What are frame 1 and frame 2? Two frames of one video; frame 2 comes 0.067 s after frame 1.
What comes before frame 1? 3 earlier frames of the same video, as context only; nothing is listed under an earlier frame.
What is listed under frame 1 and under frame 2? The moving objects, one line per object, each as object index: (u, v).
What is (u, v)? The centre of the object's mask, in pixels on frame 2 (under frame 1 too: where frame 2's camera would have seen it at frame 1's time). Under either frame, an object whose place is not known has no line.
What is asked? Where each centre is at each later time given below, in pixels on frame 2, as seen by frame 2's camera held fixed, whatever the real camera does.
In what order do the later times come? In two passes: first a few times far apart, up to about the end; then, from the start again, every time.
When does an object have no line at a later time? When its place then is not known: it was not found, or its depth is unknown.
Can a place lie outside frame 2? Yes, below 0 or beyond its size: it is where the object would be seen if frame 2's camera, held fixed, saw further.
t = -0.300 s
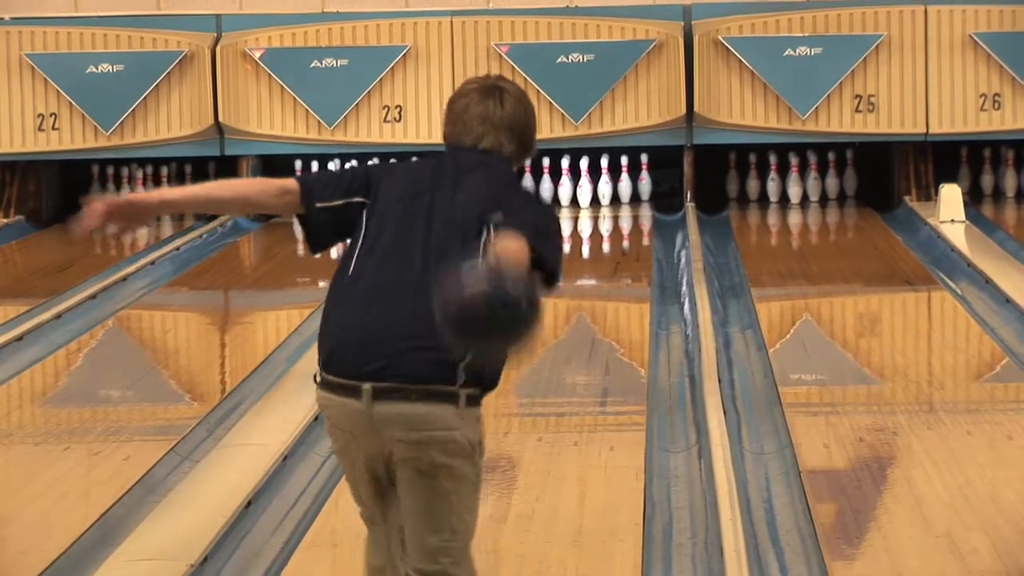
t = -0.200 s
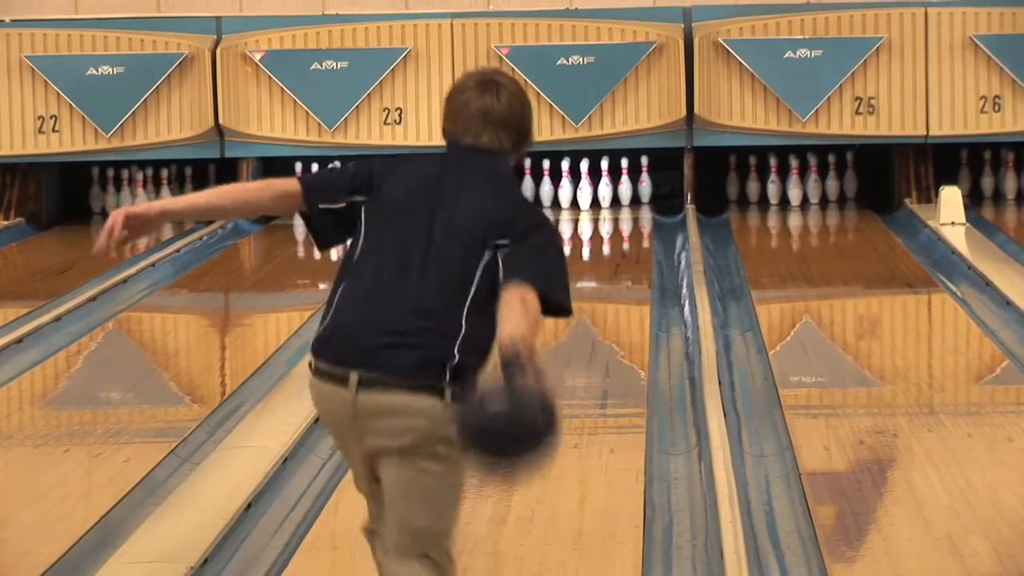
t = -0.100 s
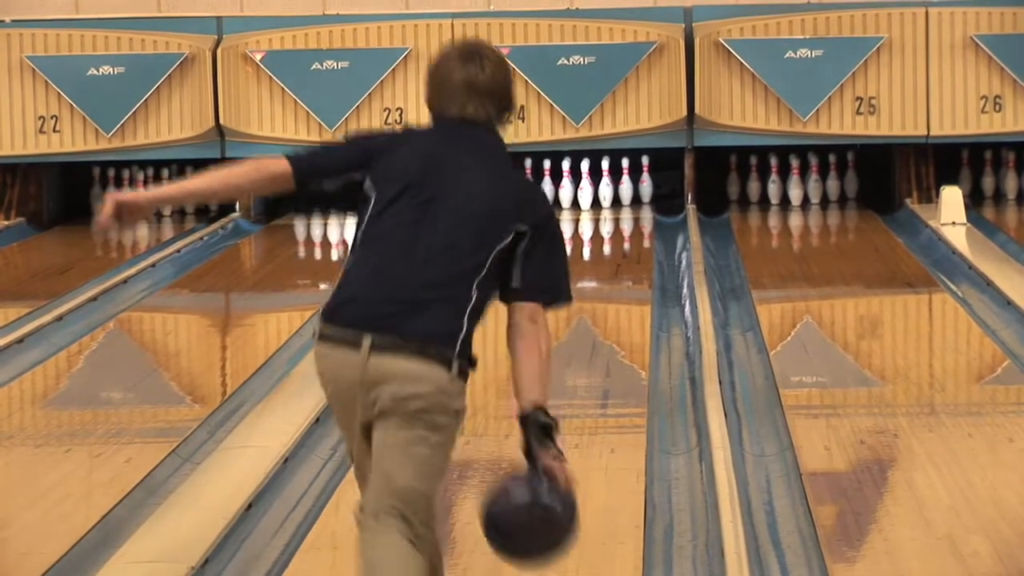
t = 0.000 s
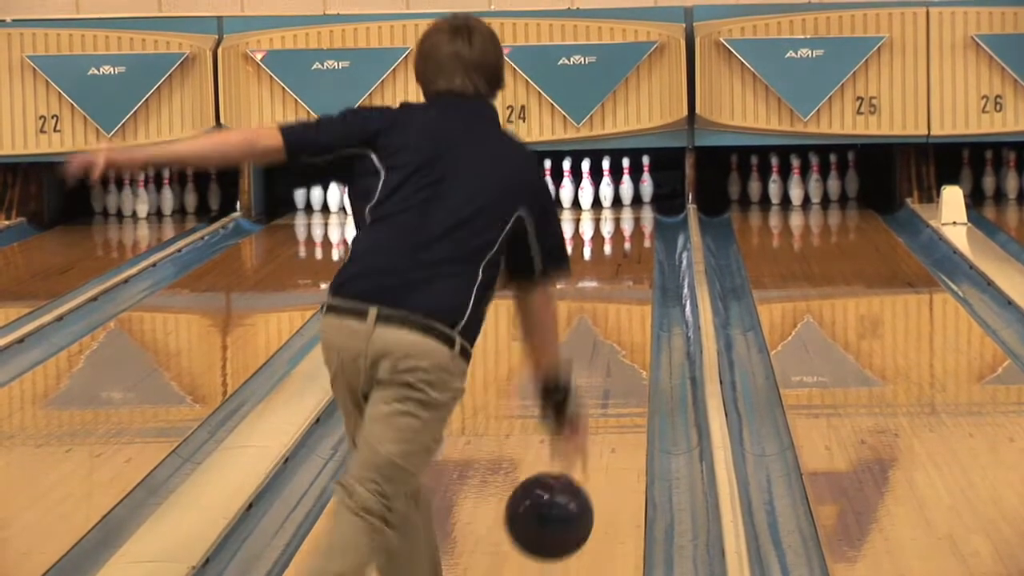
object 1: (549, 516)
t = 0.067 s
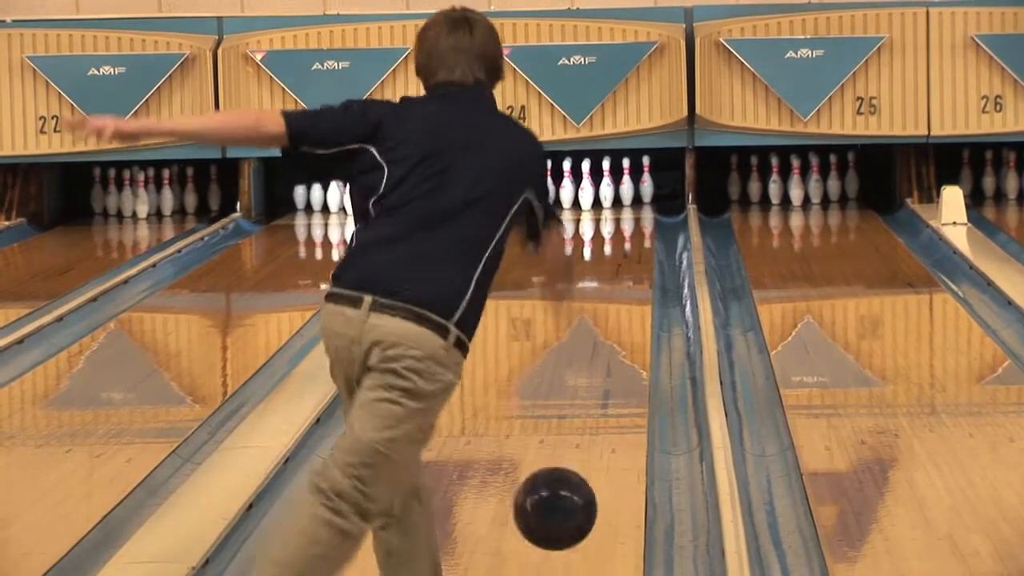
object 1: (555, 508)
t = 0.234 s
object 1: (567, 531)
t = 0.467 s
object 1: (577, 452)
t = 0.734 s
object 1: (583, 387)
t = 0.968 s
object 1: (586, 343)
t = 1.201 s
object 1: (588, 307)
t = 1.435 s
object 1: (589, 279)
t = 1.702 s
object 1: (589, 251)
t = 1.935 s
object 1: (587, 232)
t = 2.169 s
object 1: (585, 216)
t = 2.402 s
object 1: (581, 203)
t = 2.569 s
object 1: (572, 195)
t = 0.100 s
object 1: (558, 510)
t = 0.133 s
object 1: (560, 516)
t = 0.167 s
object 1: (563, 525)
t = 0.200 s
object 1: (565, 537)
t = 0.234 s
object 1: (567, 531)
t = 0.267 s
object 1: (569, 516)
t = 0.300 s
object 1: (570, 506)
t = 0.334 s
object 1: (572, 496)
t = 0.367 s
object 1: (573, 484)
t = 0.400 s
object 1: (574, 473)
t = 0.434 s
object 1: (576, 462)
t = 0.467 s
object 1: (577, 452)
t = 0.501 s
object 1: (578, 443)
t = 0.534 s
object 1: (578, 433)
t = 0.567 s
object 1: (579, 425)
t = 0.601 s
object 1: (580, 417)
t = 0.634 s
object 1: (581, 409)
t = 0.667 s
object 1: (581, 402)
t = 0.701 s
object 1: (583, 394)
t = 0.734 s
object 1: (583, 387)
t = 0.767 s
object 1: (584, 380)
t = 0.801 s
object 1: (584, 373)
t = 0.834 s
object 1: (585, 367)
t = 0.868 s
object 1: (585, 360)
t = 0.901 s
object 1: (585, 354)
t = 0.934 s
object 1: (586, 348)
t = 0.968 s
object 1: (586, 343)
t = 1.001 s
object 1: (586, 337)
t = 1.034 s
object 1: (587, 332)
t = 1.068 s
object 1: (587, 327)
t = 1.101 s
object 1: (588, 322)
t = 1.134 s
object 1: (588, 317)
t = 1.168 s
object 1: (588, 312)
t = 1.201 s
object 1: (588, 307)
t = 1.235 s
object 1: (588, 303)
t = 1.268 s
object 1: (588, 299)
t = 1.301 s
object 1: (588, 295)
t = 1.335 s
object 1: (589, 291)
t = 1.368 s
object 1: (589, 287)
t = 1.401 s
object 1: (589, 284)
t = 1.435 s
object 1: (589, 279)
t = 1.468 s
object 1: (589, 275)
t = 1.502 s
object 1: (589, 272)
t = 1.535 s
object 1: (589, 268)
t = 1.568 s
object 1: (589, 265)
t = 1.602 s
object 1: (590, 262)
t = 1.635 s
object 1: (589, 258)
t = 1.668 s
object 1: (589, 255)
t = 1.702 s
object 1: (589, 251)
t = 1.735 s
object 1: (589, 249)
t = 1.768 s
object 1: (589, 246)
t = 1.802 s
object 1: (588, 243)
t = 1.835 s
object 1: (588, 240)
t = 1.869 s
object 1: (588, 237)
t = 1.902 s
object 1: (588, 234)
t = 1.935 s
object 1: (587, 232)
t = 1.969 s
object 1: (587, 230)
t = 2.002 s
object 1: (586, 227)
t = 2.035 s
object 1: (586, 225)
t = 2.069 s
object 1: (585, 223)
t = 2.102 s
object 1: (585, 220)
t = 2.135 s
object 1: (585, 218)
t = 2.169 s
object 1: (585, 216)
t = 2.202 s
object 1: (584, 214)
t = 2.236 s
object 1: (584, 212)
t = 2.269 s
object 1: (583, 210)
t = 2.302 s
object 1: (583, 208)
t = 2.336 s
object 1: (581, 206)
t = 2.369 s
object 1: (581, 205)
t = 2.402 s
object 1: (581, 203)
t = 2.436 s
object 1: (580, 201)
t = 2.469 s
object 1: (579, 199)
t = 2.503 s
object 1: (577, 198)
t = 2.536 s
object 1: (573, 197)
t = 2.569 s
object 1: (572, 195)
